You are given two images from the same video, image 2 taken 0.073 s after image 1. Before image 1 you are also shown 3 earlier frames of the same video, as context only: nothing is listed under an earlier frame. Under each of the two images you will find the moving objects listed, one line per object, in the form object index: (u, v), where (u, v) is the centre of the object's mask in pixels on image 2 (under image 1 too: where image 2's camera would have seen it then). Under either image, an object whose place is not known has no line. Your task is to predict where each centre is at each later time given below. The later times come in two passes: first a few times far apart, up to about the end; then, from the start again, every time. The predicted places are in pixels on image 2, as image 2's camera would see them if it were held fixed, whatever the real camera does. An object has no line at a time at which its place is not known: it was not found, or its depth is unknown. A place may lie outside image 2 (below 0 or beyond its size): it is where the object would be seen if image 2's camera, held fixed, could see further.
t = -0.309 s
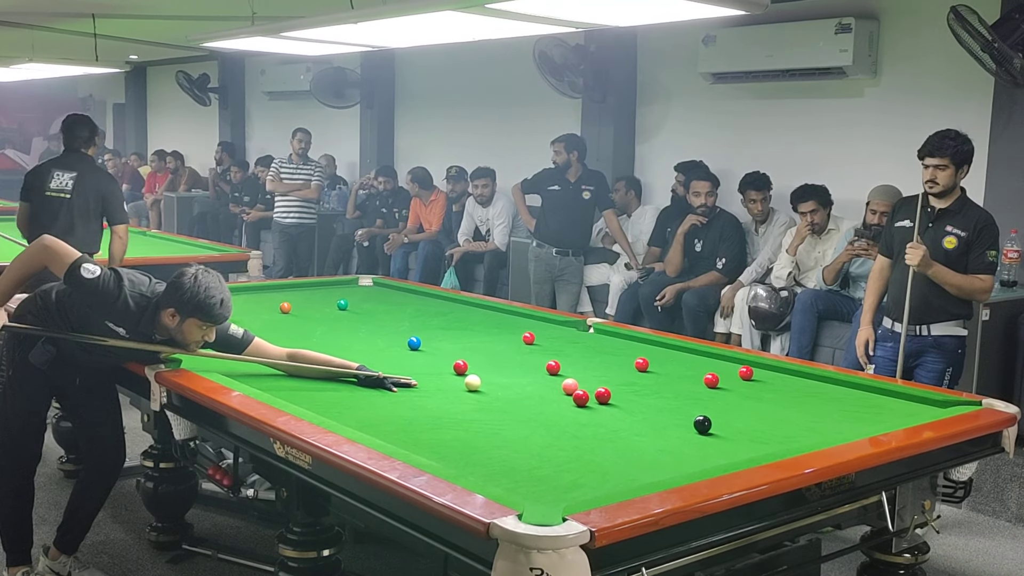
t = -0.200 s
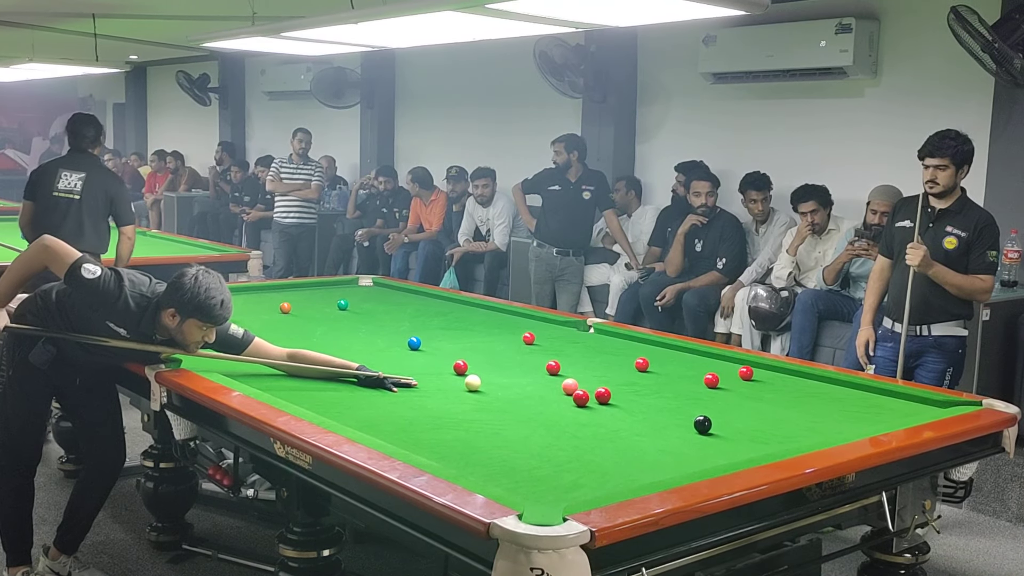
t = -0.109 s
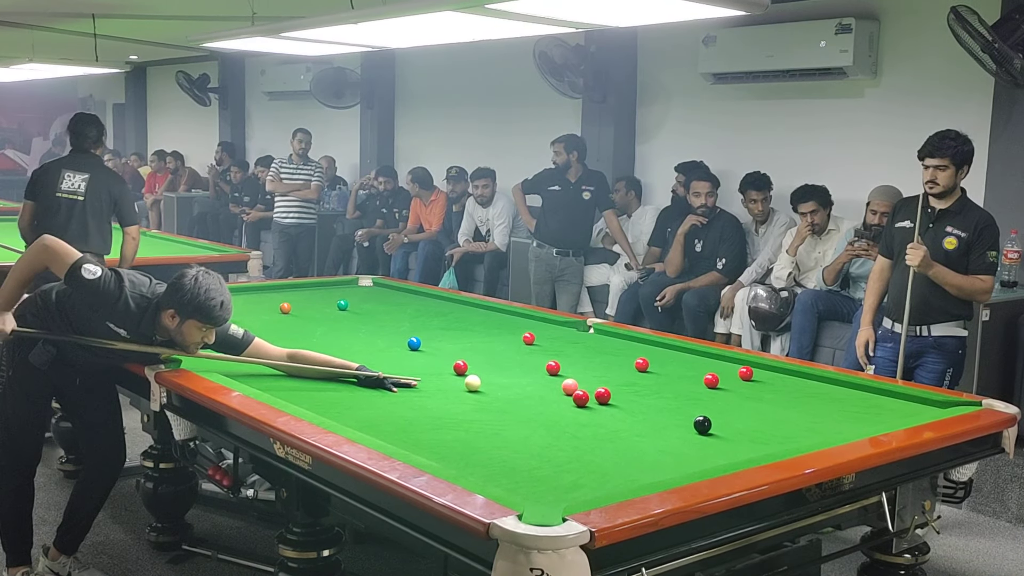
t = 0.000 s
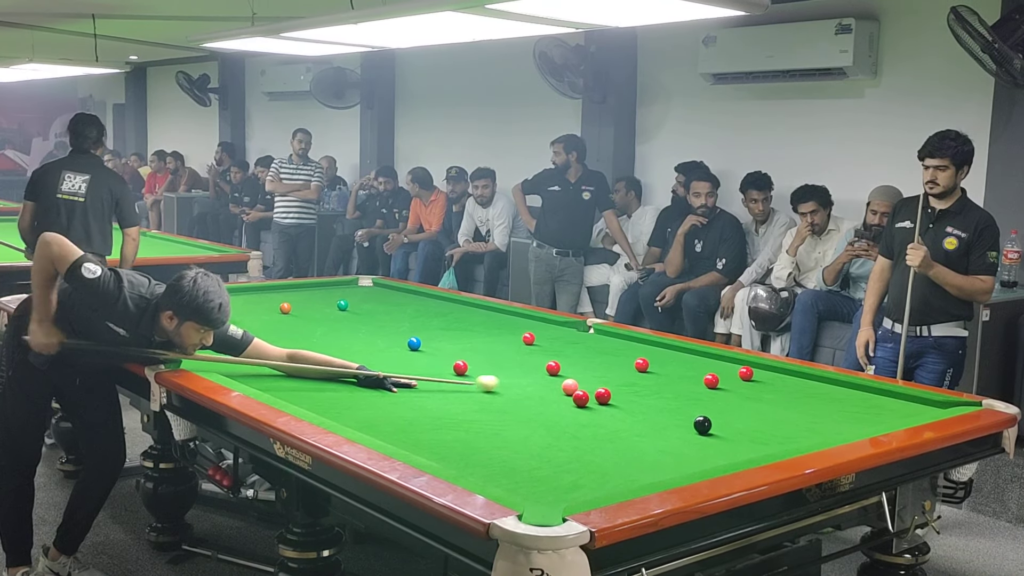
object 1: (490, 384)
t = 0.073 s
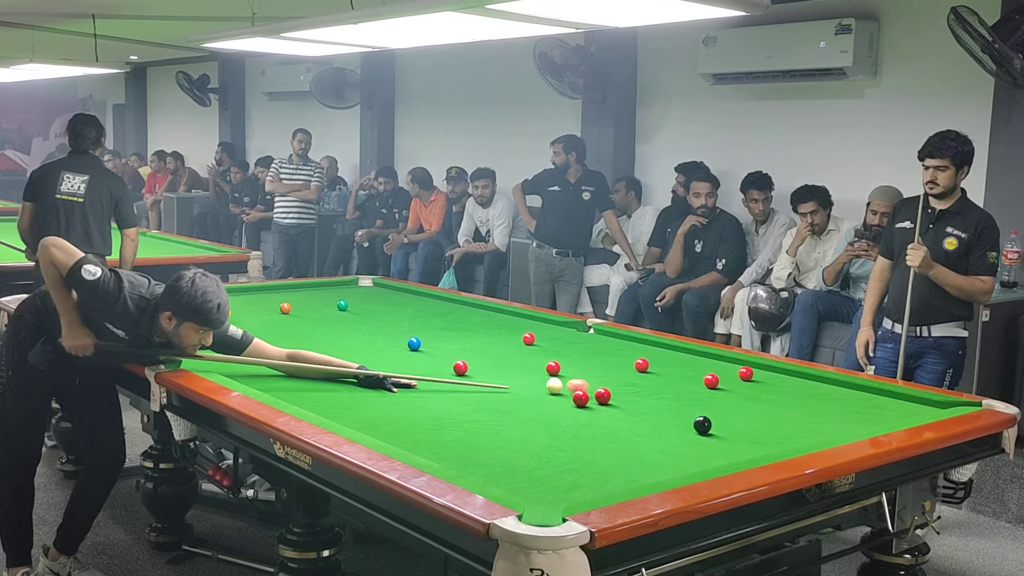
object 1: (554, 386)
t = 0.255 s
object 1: (559, 384)
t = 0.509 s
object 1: (564, 382)
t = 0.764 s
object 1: (568, 381)
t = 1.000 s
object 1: (572, 380)
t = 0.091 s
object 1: (555, 385)
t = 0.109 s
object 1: (556, 385)
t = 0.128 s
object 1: (556, 385)
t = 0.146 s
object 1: (557, 385)
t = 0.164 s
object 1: (557, 385)
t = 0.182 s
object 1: (557, 385)
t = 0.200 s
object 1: (558, 385)
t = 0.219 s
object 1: (558, 385)
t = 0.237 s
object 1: (559, 384)
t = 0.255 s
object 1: (559, 384)
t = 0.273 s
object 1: (559, 384)
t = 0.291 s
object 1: (560, 384)
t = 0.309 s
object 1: (560, 384)
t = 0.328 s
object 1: (560, 384)
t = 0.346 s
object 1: (561, 384)
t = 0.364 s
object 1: (561, 383)
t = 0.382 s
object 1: (562, 383)
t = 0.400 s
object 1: (562, 383)
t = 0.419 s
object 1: (562, 383)
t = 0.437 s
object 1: (563, 383)
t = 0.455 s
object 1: (563, 383)
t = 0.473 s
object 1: (563, 383)
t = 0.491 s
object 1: (564, 383)
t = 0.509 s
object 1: (564, 382)
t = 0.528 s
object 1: (564, 382)
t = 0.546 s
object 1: (564, 382)
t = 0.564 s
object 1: (565, 382)
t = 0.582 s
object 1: (565, 382)
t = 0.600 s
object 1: (565, 382)
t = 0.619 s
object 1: (566, 382)
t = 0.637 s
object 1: (566, 382)
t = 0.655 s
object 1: (566, 381)
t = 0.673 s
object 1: (567, 381)
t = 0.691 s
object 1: (567, 381)
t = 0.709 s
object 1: (567, 381)
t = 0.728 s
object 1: (568, 381)
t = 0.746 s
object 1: (568, 381)
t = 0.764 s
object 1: (568, 381)
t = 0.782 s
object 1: (569, 381)
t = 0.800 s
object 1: (569, 381)
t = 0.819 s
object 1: (569, 381)
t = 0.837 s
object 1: (569, 381)
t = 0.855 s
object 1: (570, 381)
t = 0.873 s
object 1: (570, 380)
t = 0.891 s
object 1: (570, 380)
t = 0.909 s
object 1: (571, 380)
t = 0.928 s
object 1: (571, 380)
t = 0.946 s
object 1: (571, 380)
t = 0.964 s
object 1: (571, 380)
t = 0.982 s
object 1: (571, 380)
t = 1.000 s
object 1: (572, 380)
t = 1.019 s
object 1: (572, 380)
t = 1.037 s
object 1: (572, 380)
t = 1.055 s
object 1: (572, 379)
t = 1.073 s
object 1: (572, 379)
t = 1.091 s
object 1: (572, 379)
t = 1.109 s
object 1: (573, 379)
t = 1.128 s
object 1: (573, 379)
